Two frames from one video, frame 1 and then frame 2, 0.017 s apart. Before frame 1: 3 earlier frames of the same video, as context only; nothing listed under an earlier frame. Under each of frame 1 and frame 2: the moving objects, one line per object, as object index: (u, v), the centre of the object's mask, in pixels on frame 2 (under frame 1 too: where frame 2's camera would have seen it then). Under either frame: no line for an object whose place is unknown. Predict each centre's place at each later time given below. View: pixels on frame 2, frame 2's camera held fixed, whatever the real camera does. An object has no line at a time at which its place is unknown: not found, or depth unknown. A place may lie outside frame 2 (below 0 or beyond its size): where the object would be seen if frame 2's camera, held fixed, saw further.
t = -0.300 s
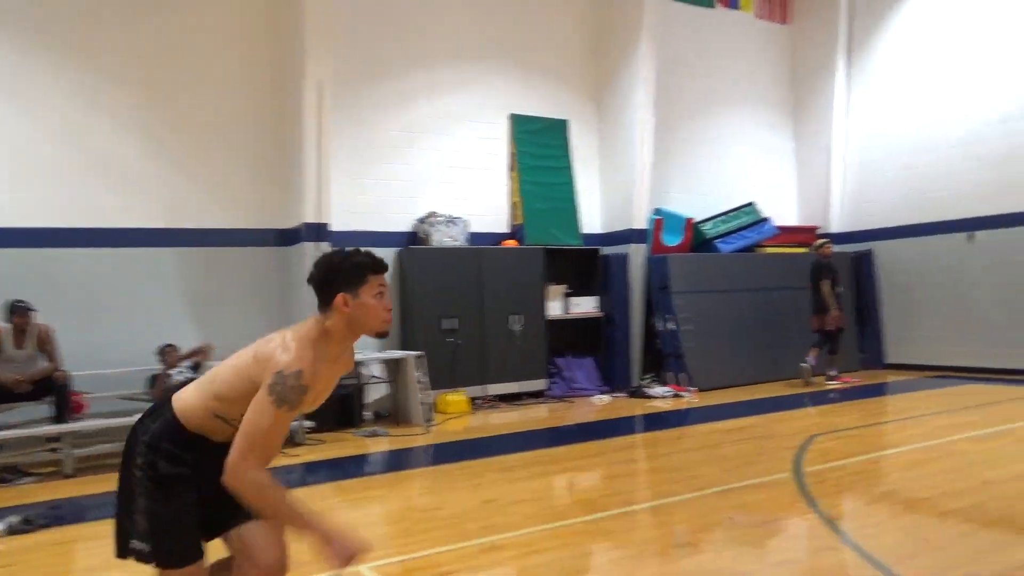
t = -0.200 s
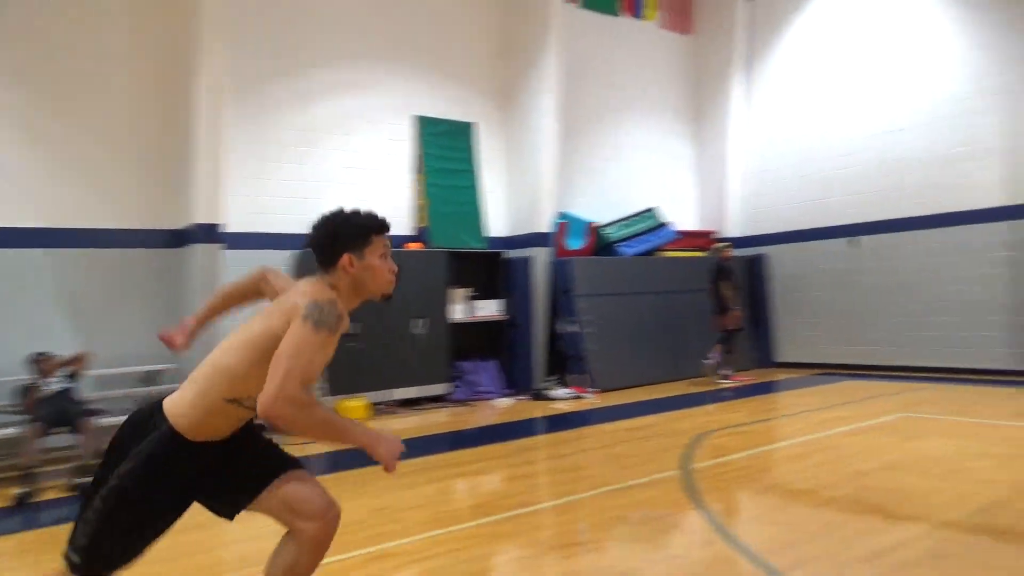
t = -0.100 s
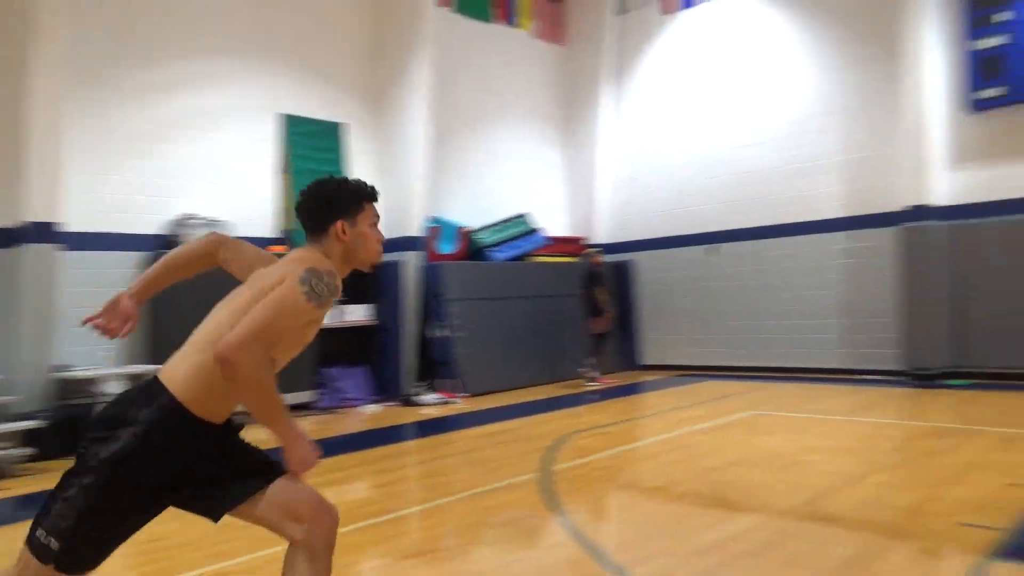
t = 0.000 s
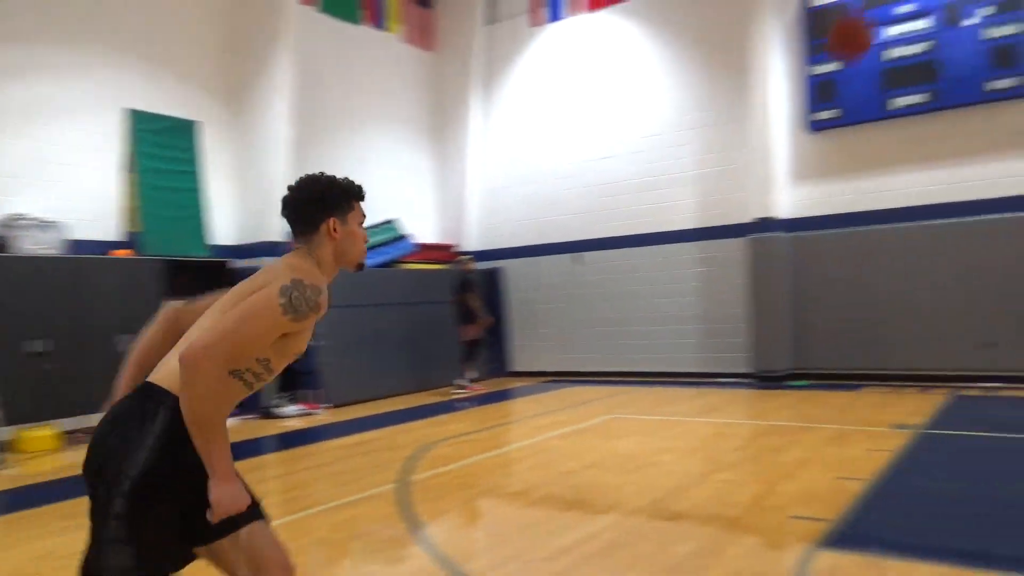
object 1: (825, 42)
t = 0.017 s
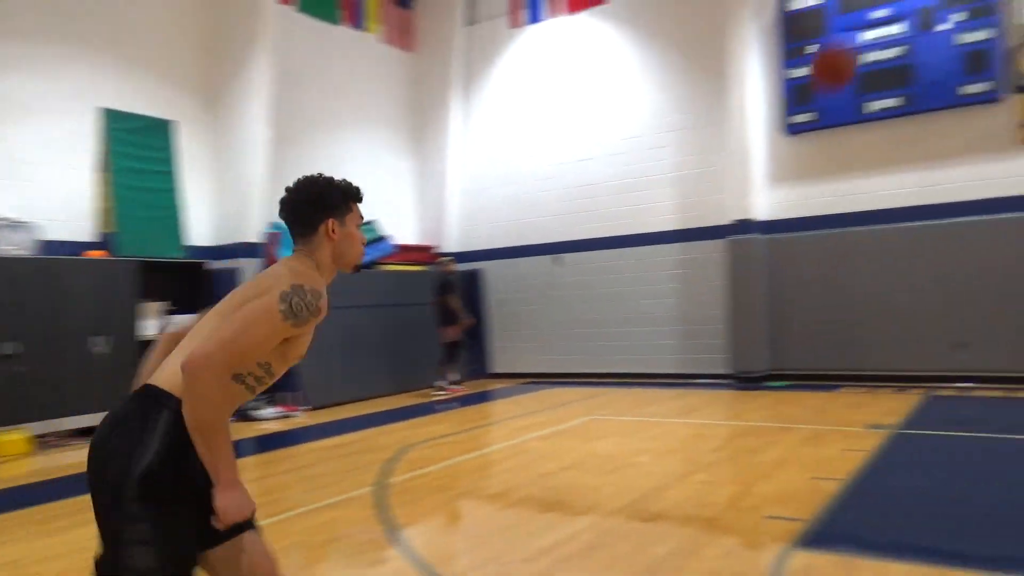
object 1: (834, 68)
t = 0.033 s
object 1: (840, 92)
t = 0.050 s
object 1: (845, 118)
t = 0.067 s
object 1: (853, 145)
